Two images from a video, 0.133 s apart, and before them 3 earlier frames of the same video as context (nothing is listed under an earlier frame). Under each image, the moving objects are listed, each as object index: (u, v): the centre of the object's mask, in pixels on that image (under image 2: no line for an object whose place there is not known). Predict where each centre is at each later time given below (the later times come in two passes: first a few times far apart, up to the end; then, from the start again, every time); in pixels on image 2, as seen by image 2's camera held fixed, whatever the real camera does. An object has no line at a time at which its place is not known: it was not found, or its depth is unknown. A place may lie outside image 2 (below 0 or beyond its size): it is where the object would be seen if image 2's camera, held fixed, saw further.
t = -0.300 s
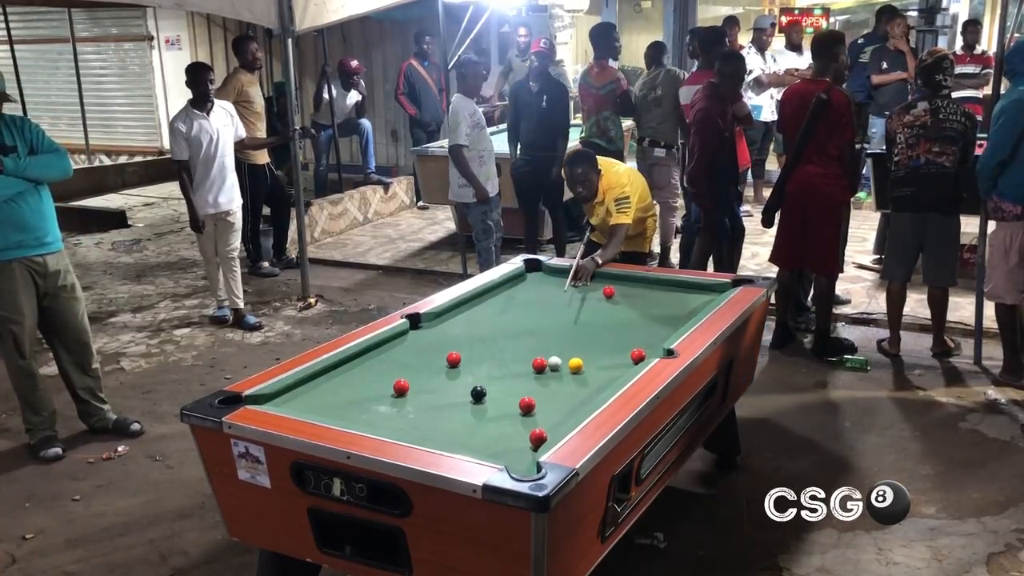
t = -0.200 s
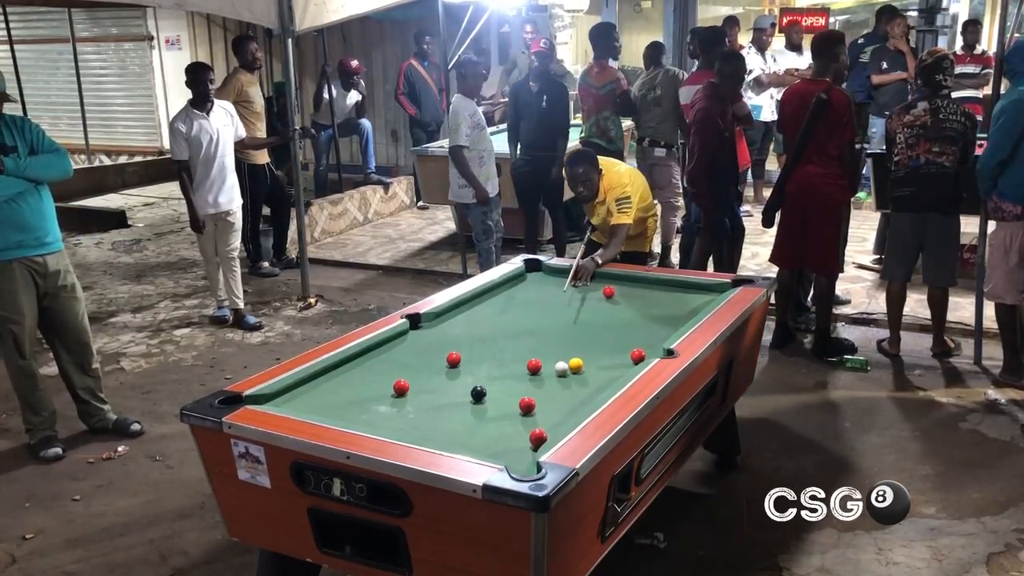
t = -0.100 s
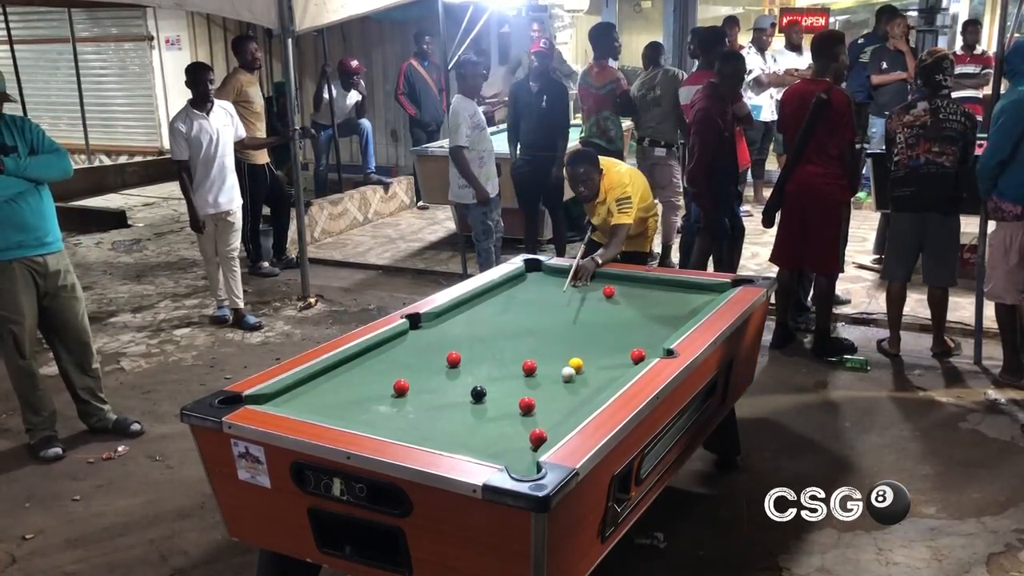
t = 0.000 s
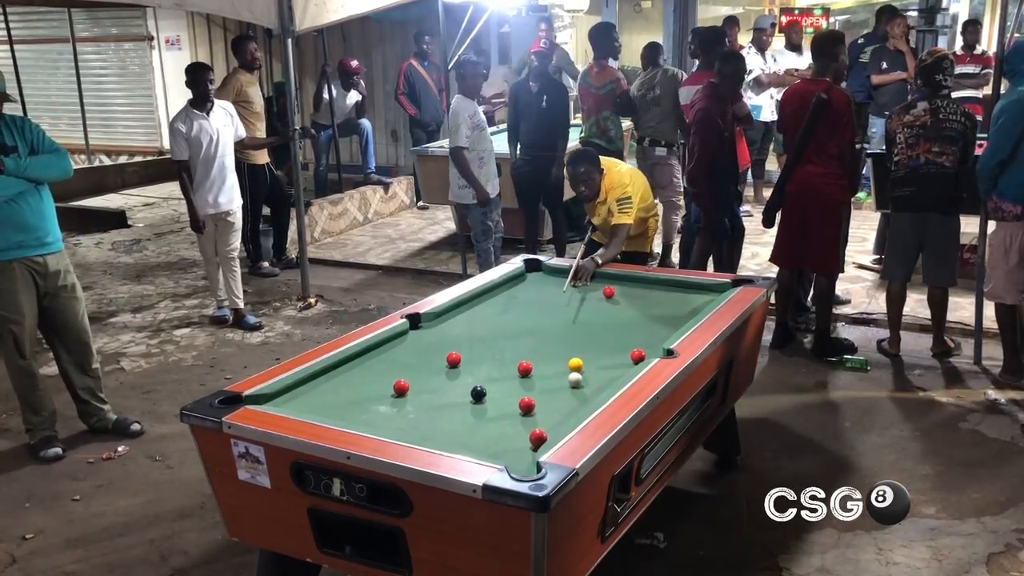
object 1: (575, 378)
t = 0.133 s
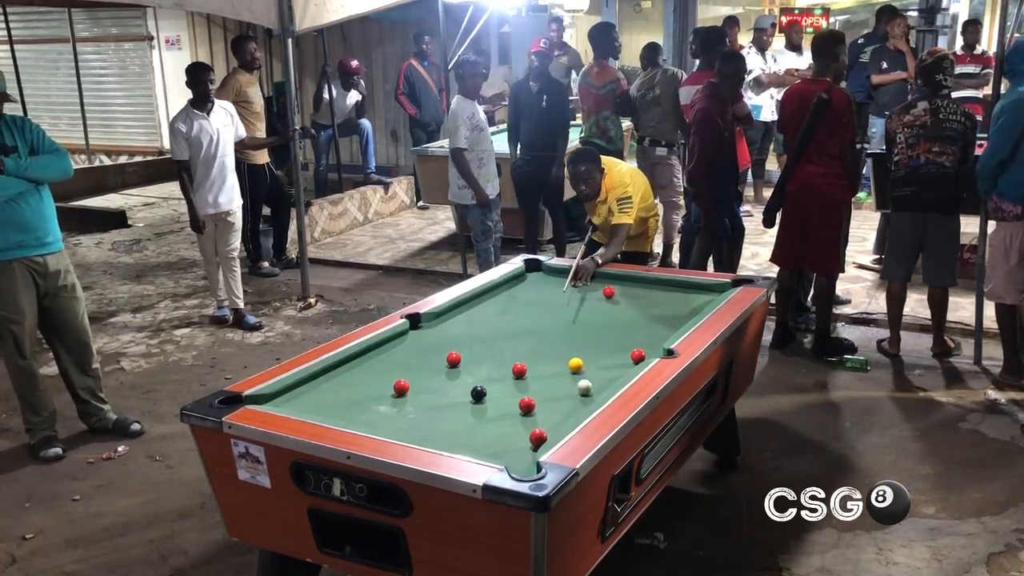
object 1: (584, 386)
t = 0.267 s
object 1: (593, 392)
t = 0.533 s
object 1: (574, 398)
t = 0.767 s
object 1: (553, 401)
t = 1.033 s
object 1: (539, 402)
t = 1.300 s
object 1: (535, 402)
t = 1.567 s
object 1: (534, 402)
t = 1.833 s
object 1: (534, 402)
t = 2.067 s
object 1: (534, 402)
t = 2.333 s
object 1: (534, 402)
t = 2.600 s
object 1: (534, 402)
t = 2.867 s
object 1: (534, 402)
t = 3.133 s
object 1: (534, 402)
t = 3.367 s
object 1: (534, 402)
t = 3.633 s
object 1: (534, 402)
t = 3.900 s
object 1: (534, 402)
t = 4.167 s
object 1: (534, 402)
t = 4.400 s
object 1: (534, 402)
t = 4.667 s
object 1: (534, 401)
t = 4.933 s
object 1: (534, 402)
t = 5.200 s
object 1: (534, 402)
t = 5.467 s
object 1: (534, 402)
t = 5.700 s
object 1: (534, 402)
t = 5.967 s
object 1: (534, 402)
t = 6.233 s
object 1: (534, 402)
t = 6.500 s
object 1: (534, 402)
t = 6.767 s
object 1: (534, 402)
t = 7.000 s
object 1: (534, 402)
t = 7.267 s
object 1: (534, 402)
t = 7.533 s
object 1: (535, 402)
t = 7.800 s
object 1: (534, 402)
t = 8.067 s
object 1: (535, 402)
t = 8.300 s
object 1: (534, 402)
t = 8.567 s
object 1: (534, 402)
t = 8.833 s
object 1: (534, 402)
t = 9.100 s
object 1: (534, 402)
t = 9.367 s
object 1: (534, 402)
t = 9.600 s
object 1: (534, 402)
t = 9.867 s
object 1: (534, 402)
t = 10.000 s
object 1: (534, 402)
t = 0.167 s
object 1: (586, 388)
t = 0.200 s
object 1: (589, 390)
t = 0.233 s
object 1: (591, 391)
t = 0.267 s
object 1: (593, 392)
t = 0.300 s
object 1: (594, 394)
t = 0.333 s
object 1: (592, 394)
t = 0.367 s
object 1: (589, 395)
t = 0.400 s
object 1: (586, 396)
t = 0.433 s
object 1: (583, 397)
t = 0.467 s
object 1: (580, 398)
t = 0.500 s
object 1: (577, 398)
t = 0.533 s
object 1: (574, 398)
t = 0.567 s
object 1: (570, 398)
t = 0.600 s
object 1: (568, 399)
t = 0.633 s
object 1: (565, 399)
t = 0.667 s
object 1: (562, 400)
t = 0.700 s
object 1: (558, 400)
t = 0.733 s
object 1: (556, 400)
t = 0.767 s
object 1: (553, 401)
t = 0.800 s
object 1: (550, 401)
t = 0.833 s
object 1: (547, 401)
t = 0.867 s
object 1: (544, 402)
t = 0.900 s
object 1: (542, 402)
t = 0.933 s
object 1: (541, 402)
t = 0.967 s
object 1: (540, 402)
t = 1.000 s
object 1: (539, 402)
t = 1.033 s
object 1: (539, 402)
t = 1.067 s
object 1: (538, 402)
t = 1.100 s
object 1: (538, 402)
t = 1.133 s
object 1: (537, 402)
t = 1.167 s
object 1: (537, 402)
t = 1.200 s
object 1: (537, 402)
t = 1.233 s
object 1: (536, 402)
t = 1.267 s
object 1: (536, 402)
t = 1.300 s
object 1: (535, 402)
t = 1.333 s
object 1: (535, 402)
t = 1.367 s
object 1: (535, 402)
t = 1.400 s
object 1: (535, 402)
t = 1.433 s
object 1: (535, 402)
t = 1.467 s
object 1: (535, 402)
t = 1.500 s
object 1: (534, 402)
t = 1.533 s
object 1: (534, 402)
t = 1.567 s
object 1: (534, 402)
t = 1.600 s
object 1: (534, 402)
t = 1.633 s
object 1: (534, 402)
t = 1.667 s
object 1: (534, 402)
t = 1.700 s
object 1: (534, 402)
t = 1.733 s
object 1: (534, 402)
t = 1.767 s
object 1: (534, 402)
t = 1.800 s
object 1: (534, 402)
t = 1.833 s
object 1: (534, 402)
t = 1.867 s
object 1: (535, 402)
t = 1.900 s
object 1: (535, 402)
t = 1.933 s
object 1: (534, 402)
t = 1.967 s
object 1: (534, 402)
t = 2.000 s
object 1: (534, 402)
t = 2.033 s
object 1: (534, 402)
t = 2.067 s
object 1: (534, 402)
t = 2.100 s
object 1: (534, 402)
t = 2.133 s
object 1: (534, 402)
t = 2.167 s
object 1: (534, 402)
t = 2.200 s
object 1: (534, 402)
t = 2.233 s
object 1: (534, 402)
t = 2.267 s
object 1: (534, 402)
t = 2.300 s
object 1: (534, 402)
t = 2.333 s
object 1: (534, 402)
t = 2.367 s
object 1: (534, 402)
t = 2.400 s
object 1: (534, 402)
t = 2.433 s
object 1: (534, 402)
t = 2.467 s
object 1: (534, 402)
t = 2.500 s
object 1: (534, 402)
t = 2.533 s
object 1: (534, 402)
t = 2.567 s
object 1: (534, 402)
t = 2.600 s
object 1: (534, 402)
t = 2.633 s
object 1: (534, 402)
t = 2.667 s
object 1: (534, 402)
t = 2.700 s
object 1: (534, 402)
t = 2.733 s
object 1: (534, 402)
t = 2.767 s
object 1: (534, 402)
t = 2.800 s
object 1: (534, 402)
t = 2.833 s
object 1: (534, 402)
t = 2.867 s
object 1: (534, 402)
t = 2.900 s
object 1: (534, 402)
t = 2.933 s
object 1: (534, 402)
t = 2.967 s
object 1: (534, 402)
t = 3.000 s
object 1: (534, 402)
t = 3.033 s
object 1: (534, 402)
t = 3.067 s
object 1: (535, 402)
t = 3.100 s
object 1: (534, 402)
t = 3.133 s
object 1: (534, 402)
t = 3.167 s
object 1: (534, 402)
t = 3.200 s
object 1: (534, 402)
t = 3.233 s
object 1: (534, 402)
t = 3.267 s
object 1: (534, 402)
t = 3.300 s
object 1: (535, 402)
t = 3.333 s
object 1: (534, 402)
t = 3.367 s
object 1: (534, 402)
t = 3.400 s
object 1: (534, 402)
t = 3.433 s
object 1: (534, 402)
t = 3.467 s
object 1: (534, 402)
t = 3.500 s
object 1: (534, 402)
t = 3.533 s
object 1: (534, 402)
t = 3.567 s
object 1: (534, 402)
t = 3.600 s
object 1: (534, 402)
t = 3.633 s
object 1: (534, 402)
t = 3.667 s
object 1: (534, 402)
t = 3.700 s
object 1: (534, 402)
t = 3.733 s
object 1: (534, 402)
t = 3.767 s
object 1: (534, 402)
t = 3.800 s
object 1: (534, 402)
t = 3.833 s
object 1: (534, 402)
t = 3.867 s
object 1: (534, 402)
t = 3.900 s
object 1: (534, 402)
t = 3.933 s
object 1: (534, 402)
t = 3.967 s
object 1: (534, 401)
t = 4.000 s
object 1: (534, 401)
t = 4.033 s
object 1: (534, 402)
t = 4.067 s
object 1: (534, 401)
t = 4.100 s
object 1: (534, 401)
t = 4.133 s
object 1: (534, 401)
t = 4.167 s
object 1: (534, 402)
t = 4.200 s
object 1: (534, 401)
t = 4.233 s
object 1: (534, 401)
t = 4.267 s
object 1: (534, 402)
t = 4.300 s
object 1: (534, 402)
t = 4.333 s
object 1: (534, 401)
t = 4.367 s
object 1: (534, 402)
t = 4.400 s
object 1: (534, 402)
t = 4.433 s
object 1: (534, 401)
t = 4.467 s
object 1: (534, 401)
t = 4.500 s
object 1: (534, 402)
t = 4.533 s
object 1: (534, 401)
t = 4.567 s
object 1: (534, 401)
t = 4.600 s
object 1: (534, 401)
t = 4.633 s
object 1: (534, 401)
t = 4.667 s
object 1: (534, 401)
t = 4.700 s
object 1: (534, 402)
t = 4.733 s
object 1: (534, 402)
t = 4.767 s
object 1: (534, 402)
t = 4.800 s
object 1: (534, 401)
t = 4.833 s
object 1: (534, 402)
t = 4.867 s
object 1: (534, 402)
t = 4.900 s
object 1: (534, 402)
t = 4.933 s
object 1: (534, 402)
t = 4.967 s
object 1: (534, 402)
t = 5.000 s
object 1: (534, 402)
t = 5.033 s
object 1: (534, 402)
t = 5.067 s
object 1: (534, 402)
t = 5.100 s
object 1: (534, 402)
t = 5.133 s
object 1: (534, 402)
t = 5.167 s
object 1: (534, 402)
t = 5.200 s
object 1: (534, 402)
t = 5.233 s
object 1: (534, 402)
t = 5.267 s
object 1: (534, 402)
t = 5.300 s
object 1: (534, 402)
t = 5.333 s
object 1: (534, 402)
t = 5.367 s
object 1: (534, 402)
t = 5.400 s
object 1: (534, 402)
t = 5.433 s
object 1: (534, 402)
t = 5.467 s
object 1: (534, 402)
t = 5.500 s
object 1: (534, 402)
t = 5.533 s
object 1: (534, 402)
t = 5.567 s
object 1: (534, 402)
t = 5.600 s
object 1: (534, 402)
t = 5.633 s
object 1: (534, 402)
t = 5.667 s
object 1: (534, 402)
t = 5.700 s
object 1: (534, 402)
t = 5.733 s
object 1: (534, 402)
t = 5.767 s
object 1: (534, 402)
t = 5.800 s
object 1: (534, 402)
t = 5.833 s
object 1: (534, 401)
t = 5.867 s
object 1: (534, 401)
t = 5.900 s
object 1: (534, 401)
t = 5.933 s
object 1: (534, 401)
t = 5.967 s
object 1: (534, 402)
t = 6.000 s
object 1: (534, 402)
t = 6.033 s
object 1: (534, 402)
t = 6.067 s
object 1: (534, 402)
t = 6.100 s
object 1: (534, 402)
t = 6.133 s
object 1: (534, 402)
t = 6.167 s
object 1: (534, 402)
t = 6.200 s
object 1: (534, 402)
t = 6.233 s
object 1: (534, 402)
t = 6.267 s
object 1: (534, 402)
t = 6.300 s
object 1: (534, 402)
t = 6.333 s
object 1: (534, 402)
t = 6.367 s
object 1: (534, 402)
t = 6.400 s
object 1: (534, 402)
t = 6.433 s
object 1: (534, 402)
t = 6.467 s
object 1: (534, 402)
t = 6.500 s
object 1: (534, 402)
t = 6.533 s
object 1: (534, 402)
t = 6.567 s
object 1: (534, 402)
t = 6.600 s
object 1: (534, 402)
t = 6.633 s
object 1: (534, 402)
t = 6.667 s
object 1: (534, 402)
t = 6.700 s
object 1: (534, 402)
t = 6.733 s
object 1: (534, 402)
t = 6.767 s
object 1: (534, 402)
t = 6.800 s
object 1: (534, 402)
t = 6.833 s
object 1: (534, 402)
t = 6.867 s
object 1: (534, 402)
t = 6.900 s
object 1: (534, 402)
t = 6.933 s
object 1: (534, 402)
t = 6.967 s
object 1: (534, 402)
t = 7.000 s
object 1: (534, 402)
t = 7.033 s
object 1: (534, 402)
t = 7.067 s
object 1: (534, 402)
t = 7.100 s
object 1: (534, 402)
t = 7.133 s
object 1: (534, 402)
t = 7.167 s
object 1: (534, 402)
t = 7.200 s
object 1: (534, 402)
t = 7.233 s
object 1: (534, 402)
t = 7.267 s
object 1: (534, 402)
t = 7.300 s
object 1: (534, 402)
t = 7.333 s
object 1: (534, 402)
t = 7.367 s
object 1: (534, 402)
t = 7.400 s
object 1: (534, 402)
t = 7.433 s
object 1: (534, 402)
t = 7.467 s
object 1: (534, 402)
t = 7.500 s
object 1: (534, 402)
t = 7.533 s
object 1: (535, 402)
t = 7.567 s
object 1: (534, 402)
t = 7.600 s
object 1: (534, 402)
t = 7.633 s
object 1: (534, 402)
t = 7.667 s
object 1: (534, 402)
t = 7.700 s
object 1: (534, 402)
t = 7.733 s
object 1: (534, 402)
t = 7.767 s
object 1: (534, 402)
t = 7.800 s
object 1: (534, 402)
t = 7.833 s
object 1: (534, 402)
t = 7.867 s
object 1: (534, 402)
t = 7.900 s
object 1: (534, 402)
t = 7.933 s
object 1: (534, 402)
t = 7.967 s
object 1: (534, 402)
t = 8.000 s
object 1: (534, 402)
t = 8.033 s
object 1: (534, 402)
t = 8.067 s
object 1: (535, 402)
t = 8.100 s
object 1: (534, 402)
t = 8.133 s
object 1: (534, 402)
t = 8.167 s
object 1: (534, 402)
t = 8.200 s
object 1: (534, 402)
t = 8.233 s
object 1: (534, 402)
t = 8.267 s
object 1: (534, 402)
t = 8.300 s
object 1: (534, 402)
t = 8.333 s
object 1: (534, 402)
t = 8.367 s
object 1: (534, 402)
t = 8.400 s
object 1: (534, 402)
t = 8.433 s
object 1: (534, 402)
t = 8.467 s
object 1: (534, 402)
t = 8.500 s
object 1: (534, 402)
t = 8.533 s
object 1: (534, 402)
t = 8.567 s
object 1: (534, 402)
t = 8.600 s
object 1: (534, 402)
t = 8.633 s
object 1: (534, 402)
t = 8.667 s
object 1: (534, 402)
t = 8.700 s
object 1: (534, 402)
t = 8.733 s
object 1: (534, 402)
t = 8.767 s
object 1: (534, 402)
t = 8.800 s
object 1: (534, 402)
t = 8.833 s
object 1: (534, 402)
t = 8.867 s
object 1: (534, 402)
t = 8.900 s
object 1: (534, 402)
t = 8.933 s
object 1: (534, 402)
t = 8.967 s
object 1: (534, 402)
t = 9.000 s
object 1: (534, 402)
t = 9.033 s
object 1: (534, 402)
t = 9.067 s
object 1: (534, 402)
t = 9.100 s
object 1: (534, 402)
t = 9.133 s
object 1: (534, 402)
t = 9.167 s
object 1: (534, 402)
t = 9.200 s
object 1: (534, 402)
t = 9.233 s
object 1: (534, 402)
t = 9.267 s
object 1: (534, 402)
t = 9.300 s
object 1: (534, 402)
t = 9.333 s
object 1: (534, 402)
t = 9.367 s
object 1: (534, 402)
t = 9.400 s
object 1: (534, 402)
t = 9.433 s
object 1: (534, 402)
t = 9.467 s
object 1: (534, 402)
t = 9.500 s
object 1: (534, 402)
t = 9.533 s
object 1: (534, 402)
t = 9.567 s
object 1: (534, 402)
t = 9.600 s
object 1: (534, 402)
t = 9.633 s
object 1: (534, 402)
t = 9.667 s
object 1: (534, 402)
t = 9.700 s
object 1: (534, 402)
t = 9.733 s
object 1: (534, 402)
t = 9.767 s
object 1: (534, 402)
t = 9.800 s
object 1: (534, 402)
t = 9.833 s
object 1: (534, 402)
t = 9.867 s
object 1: (534, 402)
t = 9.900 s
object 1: (534, 402)
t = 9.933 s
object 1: (534, 402)
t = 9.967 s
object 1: (534, 402)
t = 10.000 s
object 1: (534, 402)
